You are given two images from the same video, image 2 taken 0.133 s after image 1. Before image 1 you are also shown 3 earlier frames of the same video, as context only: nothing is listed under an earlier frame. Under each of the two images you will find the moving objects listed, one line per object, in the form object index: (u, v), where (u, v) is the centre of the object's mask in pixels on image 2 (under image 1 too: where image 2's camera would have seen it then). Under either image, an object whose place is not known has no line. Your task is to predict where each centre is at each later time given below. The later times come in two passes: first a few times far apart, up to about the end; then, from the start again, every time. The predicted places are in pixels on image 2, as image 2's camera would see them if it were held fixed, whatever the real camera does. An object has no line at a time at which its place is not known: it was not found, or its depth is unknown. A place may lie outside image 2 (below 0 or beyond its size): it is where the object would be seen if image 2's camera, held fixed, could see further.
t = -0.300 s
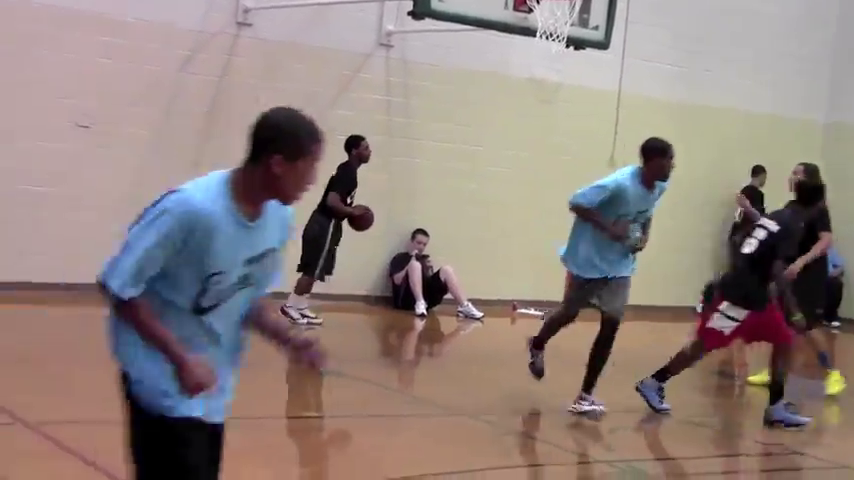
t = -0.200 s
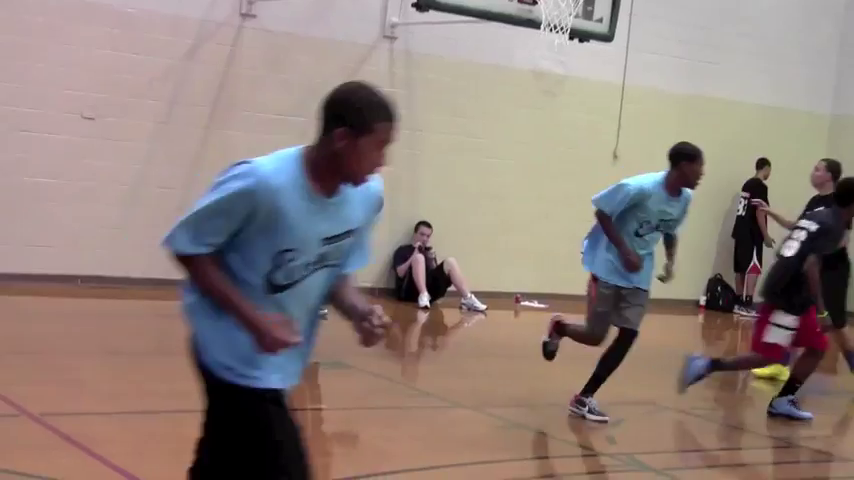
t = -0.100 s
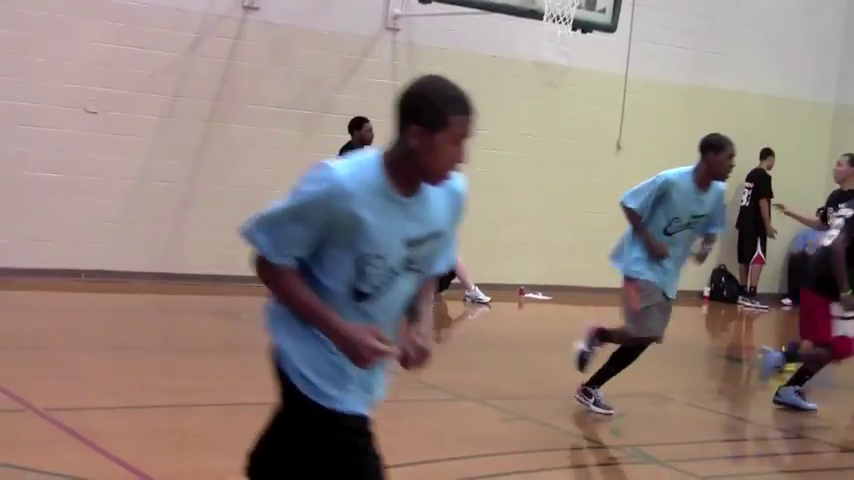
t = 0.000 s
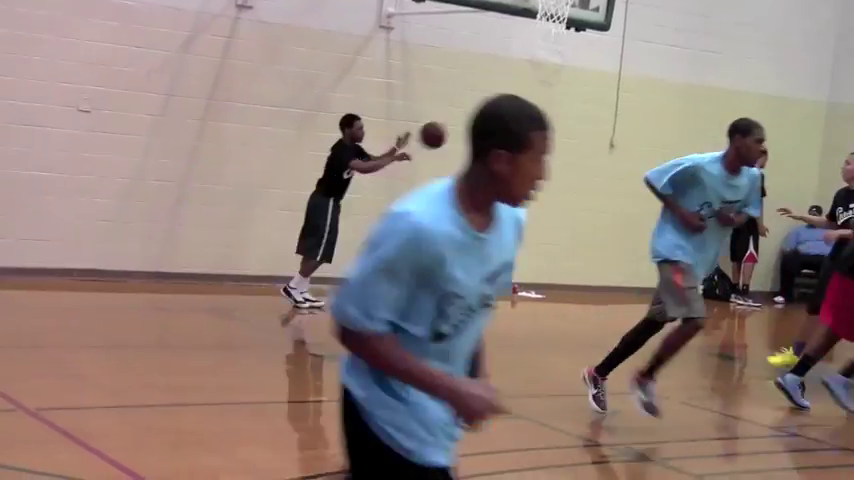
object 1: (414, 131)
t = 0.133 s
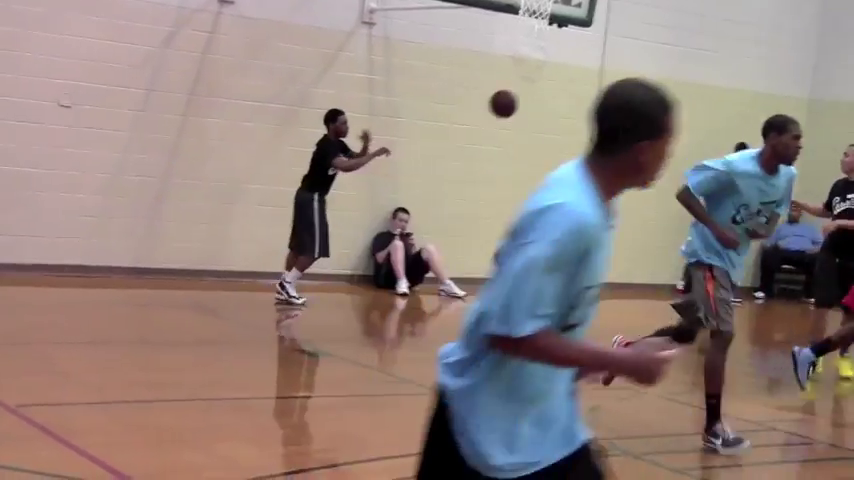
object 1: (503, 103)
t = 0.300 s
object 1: (618, 96)
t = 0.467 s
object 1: (739, 120)
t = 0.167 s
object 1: (526, 100)
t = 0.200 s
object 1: (549, 97)
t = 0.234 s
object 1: (571, 96)
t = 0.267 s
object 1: (595, 95)
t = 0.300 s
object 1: (618, 96)
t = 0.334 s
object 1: (641, 98)
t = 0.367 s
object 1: (666, 101)
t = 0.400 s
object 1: (690, 106)
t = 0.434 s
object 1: (715, 112)
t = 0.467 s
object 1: (739, 120)
